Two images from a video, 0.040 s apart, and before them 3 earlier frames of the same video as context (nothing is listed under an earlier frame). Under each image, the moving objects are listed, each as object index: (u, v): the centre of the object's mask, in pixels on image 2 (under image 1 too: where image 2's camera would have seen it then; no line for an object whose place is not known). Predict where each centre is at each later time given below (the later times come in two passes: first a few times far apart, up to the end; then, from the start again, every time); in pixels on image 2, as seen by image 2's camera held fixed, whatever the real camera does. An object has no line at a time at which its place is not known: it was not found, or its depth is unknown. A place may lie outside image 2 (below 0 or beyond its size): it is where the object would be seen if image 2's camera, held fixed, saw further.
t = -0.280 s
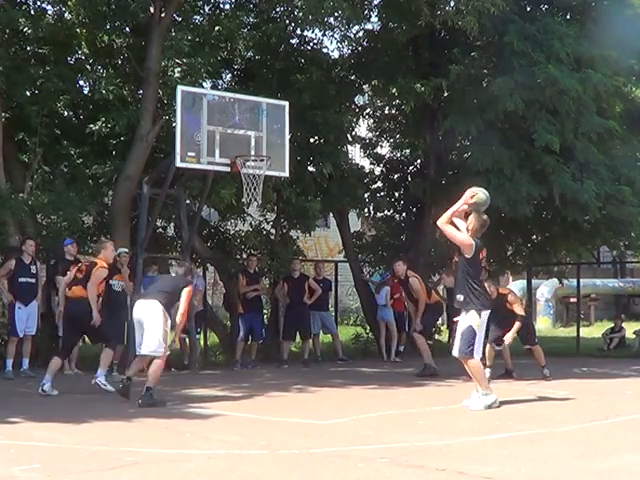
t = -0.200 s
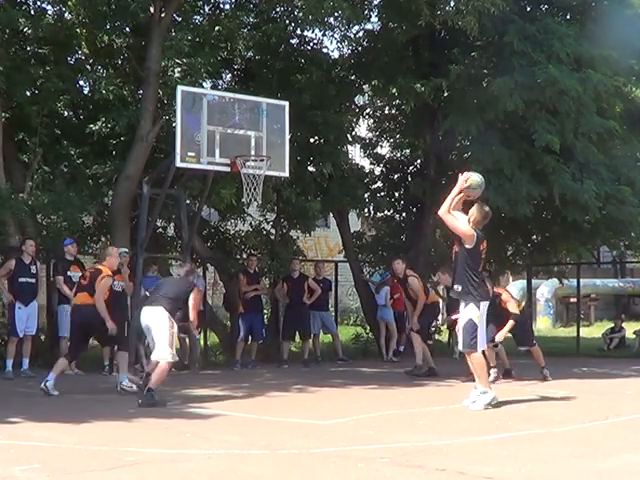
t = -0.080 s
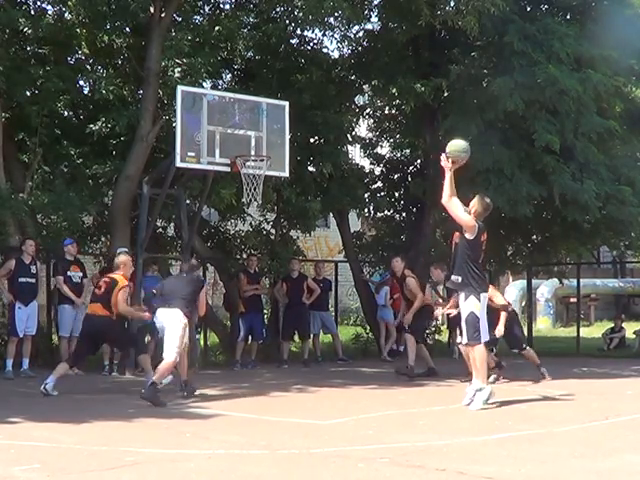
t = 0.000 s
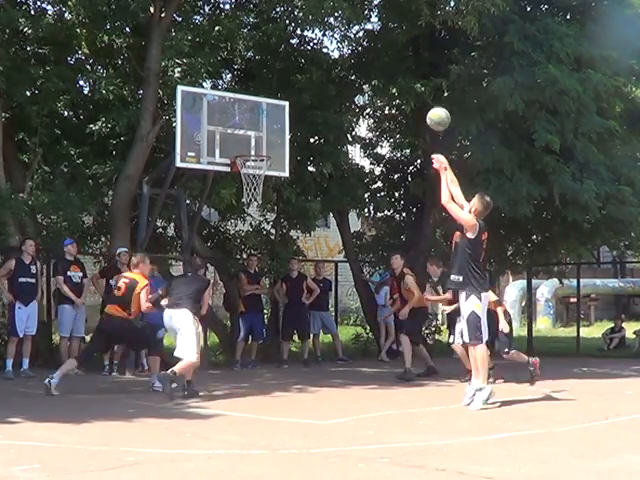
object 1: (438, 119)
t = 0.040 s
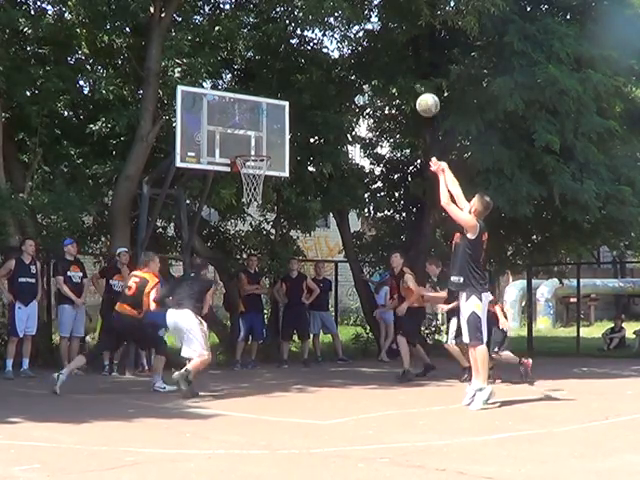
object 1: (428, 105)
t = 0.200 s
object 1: (389, 66)
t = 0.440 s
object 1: (337, 54)
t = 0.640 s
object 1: (300, 78)
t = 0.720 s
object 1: (286, 95)
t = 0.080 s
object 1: (417, 92)
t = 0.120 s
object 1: (407, 82)
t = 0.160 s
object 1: (398, 73)
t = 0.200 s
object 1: (389, 66)
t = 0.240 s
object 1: (379, 61)
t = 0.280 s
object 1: (371, 56)
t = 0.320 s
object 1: (362, 53)
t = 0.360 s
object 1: (354, 52)
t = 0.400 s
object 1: (345, 52)
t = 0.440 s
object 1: (337, 54)
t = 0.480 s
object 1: (329, 57)
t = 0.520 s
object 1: (322, 59)
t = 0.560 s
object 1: (314, 64)
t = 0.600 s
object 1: (307, 71)
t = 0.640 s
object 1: (300, 78)
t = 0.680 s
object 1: (293, 86)
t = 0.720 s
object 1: (286, 95)
